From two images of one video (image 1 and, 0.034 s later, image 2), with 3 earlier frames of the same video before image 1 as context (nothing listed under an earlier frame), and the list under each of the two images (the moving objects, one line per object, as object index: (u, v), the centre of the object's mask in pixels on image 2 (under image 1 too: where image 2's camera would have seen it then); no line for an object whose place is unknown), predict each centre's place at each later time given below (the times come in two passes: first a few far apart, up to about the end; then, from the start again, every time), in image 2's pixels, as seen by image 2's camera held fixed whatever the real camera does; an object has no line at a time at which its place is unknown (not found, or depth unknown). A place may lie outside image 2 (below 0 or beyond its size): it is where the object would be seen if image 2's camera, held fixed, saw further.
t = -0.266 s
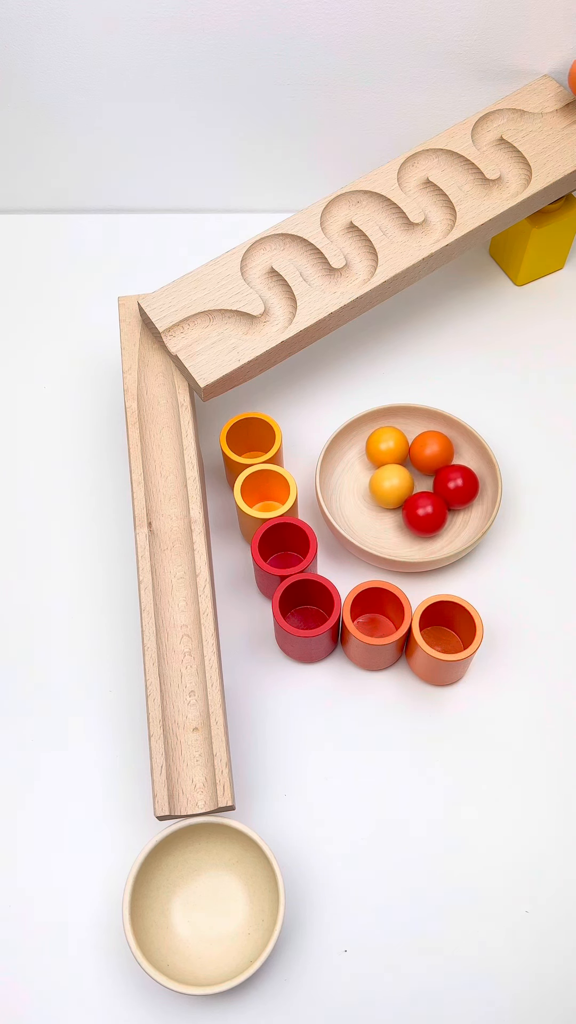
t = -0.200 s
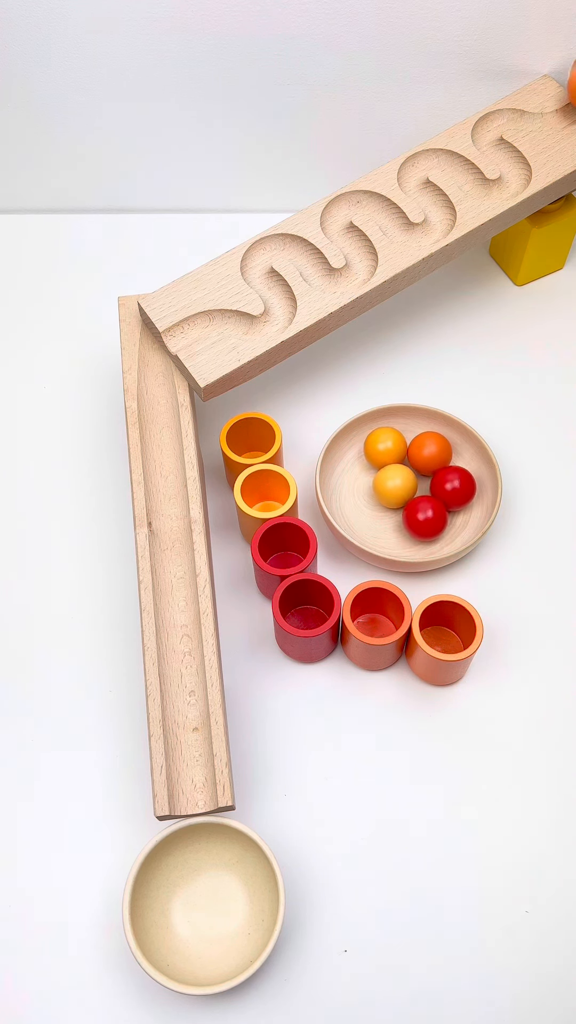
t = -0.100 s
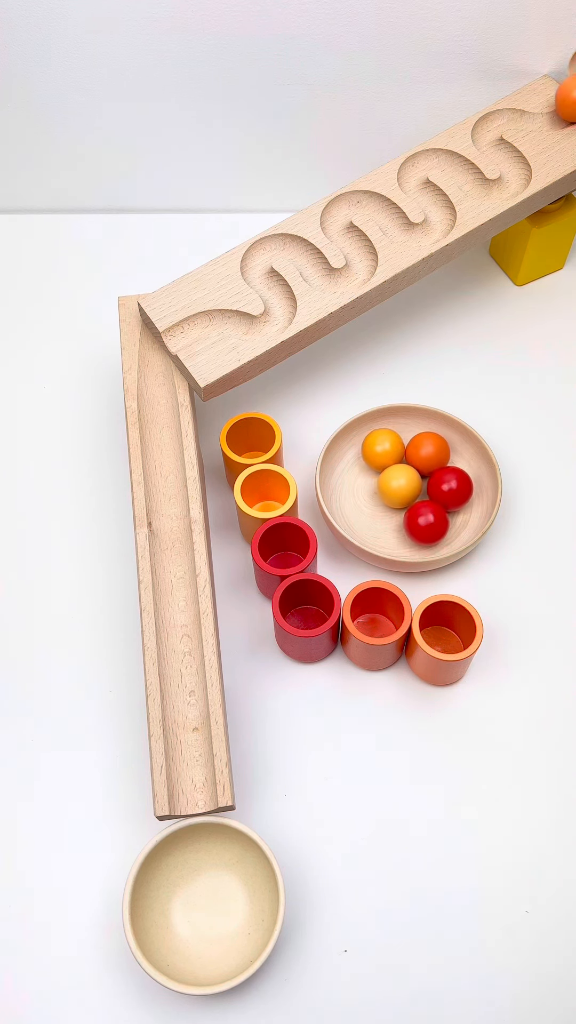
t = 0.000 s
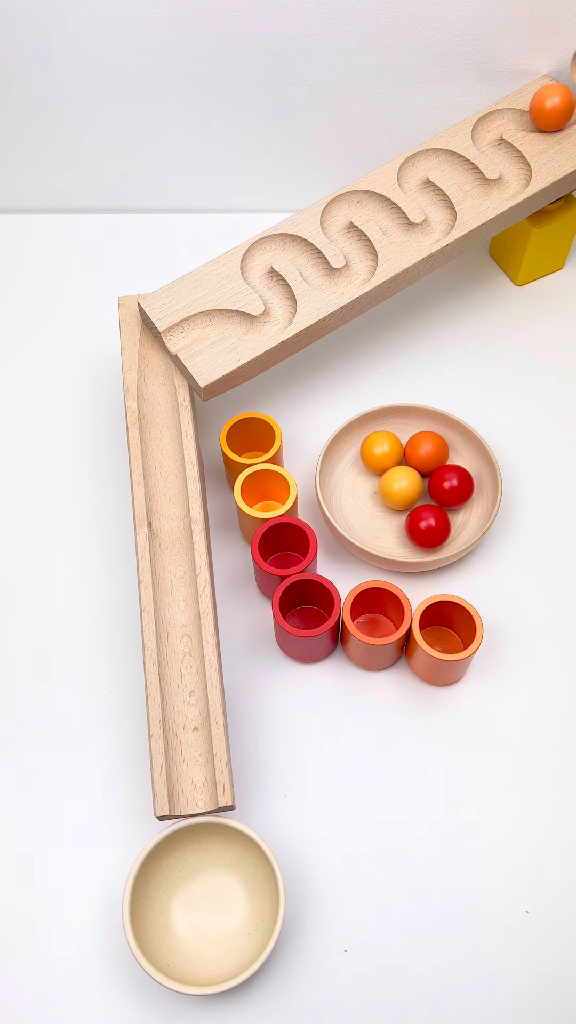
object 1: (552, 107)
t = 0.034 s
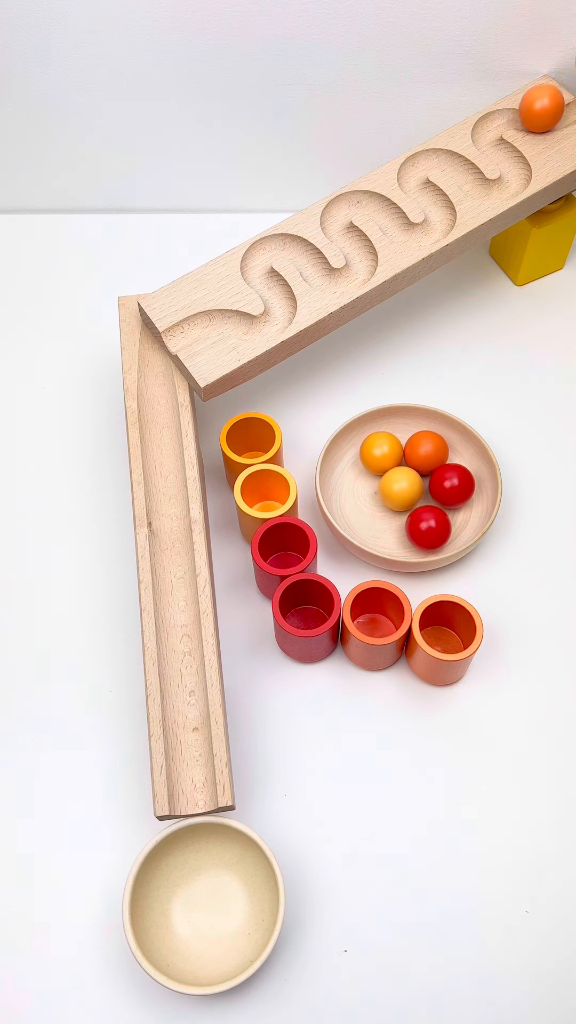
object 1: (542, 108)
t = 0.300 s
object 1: (504, 138)
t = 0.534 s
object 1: (484, 176)
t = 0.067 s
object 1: (530, 107)
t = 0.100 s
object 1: (519, 104)
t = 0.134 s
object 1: (507, 104)
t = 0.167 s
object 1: (496, 109)
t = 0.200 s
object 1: (489, 116)
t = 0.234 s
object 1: (489, 125)
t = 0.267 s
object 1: (495, 133)
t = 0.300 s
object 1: (504, 138)
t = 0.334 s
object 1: (511, 145)
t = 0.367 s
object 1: (516, 152)
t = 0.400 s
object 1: (519, 160)
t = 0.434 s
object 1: (516, 169)
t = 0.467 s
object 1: (508, 175)
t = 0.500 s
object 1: (496, 178)
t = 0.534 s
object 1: (484, 176)
